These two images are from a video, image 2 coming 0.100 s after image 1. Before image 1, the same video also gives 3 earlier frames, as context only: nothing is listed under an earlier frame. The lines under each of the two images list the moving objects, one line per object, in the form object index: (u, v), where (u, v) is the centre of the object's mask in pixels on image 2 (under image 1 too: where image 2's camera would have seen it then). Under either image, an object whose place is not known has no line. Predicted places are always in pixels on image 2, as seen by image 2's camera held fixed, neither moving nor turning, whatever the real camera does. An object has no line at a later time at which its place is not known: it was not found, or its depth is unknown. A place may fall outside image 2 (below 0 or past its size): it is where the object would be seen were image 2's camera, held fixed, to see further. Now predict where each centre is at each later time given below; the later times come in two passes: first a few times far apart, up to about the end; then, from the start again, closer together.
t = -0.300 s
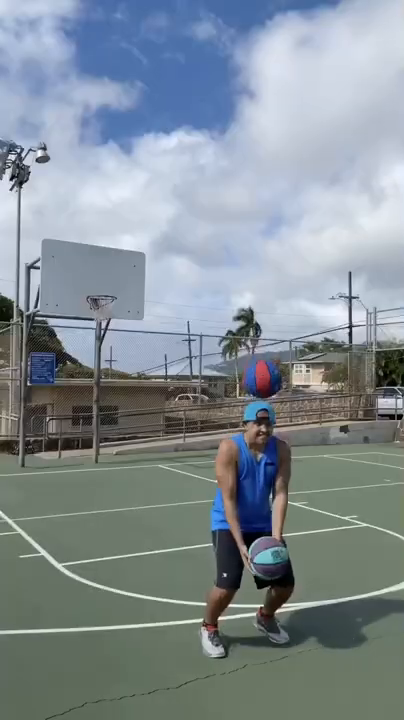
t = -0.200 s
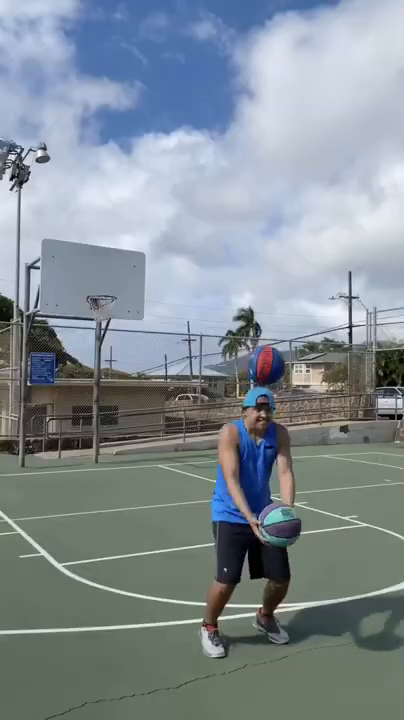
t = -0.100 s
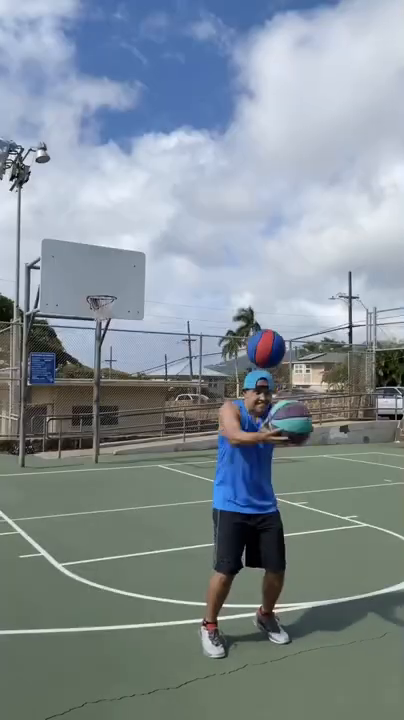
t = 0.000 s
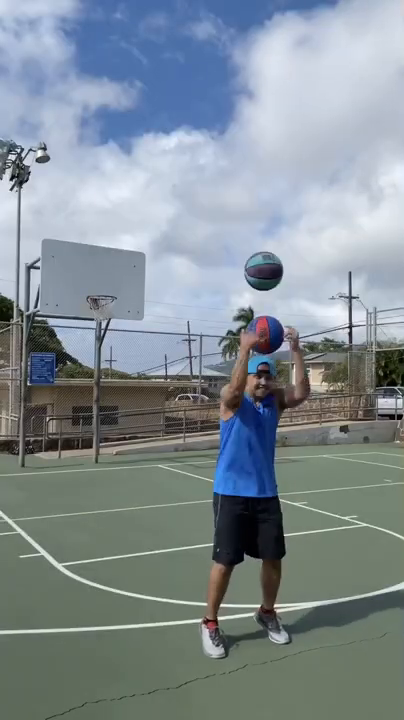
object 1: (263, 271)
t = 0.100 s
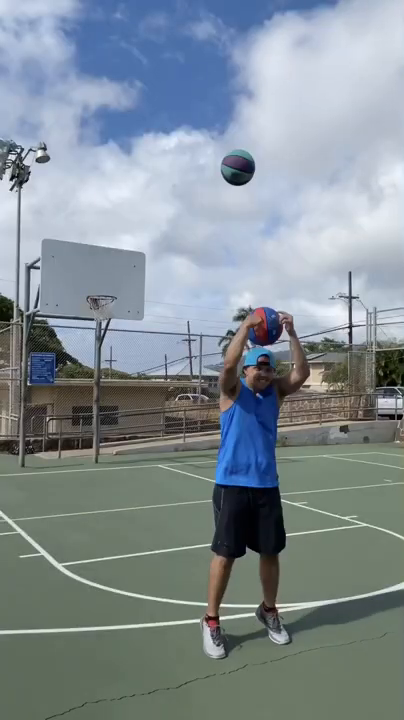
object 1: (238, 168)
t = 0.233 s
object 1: (212, 81)
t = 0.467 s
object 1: (182, 16)
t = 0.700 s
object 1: (160, 14)
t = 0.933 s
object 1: (142, 54)
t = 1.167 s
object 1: (128, 121)
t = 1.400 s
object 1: (116, 208)
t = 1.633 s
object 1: (105, 298)
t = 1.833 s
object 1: (98, 315)
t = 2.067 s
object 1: (98, 357)
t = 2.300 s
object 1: (96, 430)
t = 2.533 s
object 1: (97, 456)
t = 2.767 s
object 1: (97, 418)
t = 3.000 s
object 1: (96, 416)
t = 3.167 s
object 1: (94, 438)
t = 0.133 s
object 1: (230, 141)
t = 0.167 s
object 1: (224, 119)
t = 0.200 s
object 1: (218, 99)
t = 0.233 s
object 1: (212, 81)
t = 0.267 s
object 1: (207, 66)
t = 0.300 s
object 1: (202, 54)
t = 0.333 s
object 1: (198, 43)
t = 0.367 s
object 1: (193, 34)
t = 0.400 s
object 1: (189, 26)
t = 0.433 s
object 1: (185, 20)
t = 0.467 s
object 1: (182, 16)
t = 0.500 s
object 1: (178, 13)
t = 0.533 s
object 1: (175, 11)
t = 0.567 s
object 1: (172, 10)
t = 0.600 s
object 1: (169, 9)
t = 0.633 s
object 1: (165, 10)
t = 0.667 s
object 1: (163, 11)
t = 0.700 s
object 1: (160, 14)
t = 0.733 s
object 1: (157, 17)
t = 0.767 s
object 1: (154, 22)
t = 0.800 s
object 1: (152, 27)
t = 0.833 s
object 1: (149, 33)
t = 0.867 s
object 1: (147, 39)
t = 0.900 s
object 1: (144, 46)
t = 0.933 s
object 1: (142, 54)
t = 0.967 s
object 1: (140, 62)
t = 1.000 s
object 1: (138, 70)
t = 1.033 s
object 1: (136, 79)
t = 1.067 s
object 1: (134, 89)
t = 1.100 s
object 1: (132, 99)
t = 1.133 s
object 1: (130, 110)
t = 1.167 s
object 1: (128, 121)
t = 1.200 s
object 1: (126, 132)
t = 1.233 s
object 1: (124, 144)
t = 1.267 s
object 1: (122, 156)
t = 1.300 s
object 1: (121, 168)
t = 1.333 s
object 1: (119, 181)
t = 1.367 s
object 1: (117, 195)
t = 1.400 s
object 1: (116, 208)
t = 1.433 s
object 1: (114, 222)
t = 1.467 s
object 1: (112, 236)
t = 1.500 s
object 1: (111, 251)
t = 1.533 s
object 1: (110, 265)
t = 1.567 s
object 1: (108, 280)
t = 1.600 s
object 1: (107, 293)
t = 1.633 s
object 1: (105, 298)
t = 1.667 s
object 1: (101, 301)
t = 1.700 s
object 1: (100, 304)
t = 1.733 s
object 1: (100, 308)
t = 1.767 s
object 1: (100, 312)
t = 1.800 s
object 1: (98, 313)
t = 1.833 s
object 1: (98, 315)
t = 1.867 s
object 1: (99, 322)
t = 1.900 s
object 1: (99, 325)
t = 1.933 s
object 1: (99, 329)
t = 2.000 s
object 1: (99, 342)
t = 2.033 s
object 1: (98, 349)
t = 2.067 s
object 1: (98, 357)
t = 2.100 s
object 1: (99, 365)
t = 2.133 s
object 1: (96, 375)
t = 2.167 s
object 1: (96, 383)
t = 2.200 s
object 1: (95, 394)
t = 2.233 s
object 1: (96, 407)
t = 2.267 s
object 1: (96, 418)
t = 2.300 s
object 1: (96, 430)
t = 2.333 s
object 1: (96, 445)
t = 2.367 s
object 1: (96, 461)
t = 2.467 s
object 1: (96, 472)
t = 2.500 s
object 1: (96, 465)
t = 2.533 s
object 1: (97, 456)
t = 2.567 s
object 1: (96, 448)
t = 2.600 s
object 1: (96, 442)
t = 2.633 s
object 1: (95, 435)
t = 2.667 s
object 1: (96, 429)
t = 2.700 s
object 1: (96, 424)
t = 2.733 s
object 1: (96, 420)
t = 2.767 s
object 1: (97, 418)
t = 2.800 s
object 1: (97, 415)
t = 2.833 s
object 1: (96, 414)
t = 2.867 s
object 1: (96, 413)
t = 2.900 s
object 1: (96, 413)
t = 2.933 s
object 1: (96, 413)
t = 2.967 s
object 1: (96, 414)
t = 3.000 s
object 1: (96, 416)
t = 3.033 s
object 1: (95, 419)
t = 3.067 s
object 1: (96, 422)
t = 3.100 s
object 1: (96, 426)
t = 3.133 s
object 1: (95, 431)
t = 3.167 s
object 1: (94, 438)
